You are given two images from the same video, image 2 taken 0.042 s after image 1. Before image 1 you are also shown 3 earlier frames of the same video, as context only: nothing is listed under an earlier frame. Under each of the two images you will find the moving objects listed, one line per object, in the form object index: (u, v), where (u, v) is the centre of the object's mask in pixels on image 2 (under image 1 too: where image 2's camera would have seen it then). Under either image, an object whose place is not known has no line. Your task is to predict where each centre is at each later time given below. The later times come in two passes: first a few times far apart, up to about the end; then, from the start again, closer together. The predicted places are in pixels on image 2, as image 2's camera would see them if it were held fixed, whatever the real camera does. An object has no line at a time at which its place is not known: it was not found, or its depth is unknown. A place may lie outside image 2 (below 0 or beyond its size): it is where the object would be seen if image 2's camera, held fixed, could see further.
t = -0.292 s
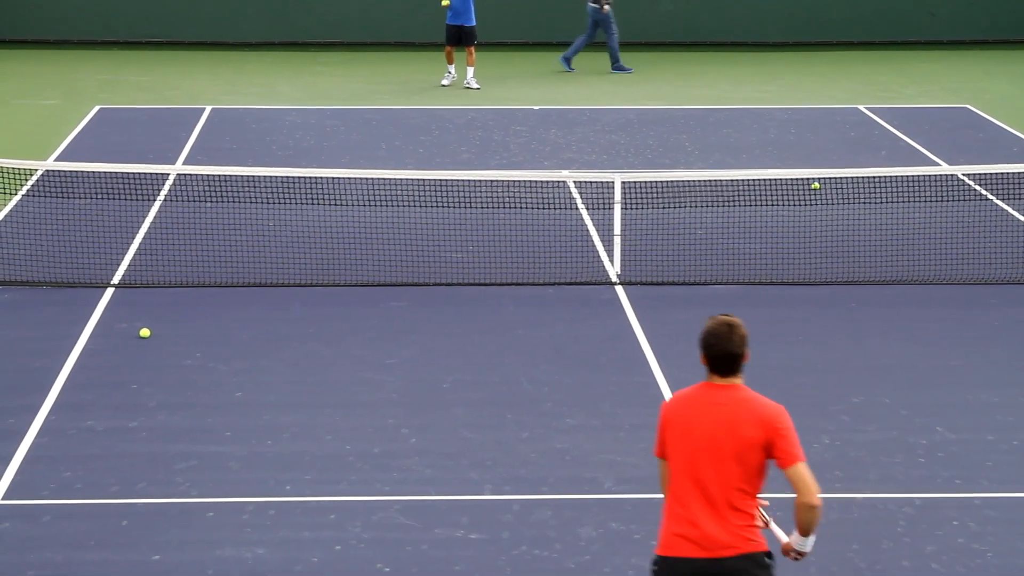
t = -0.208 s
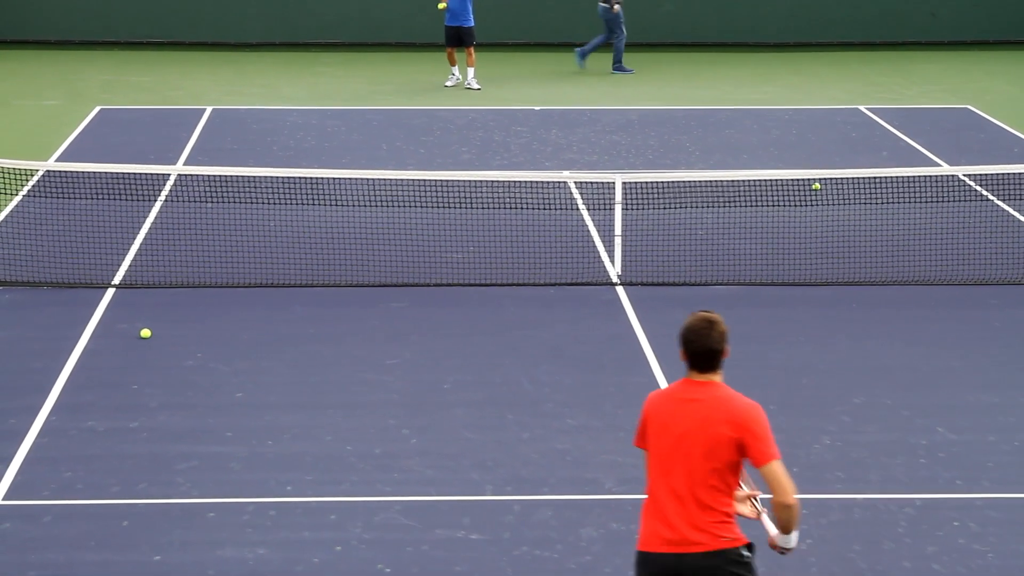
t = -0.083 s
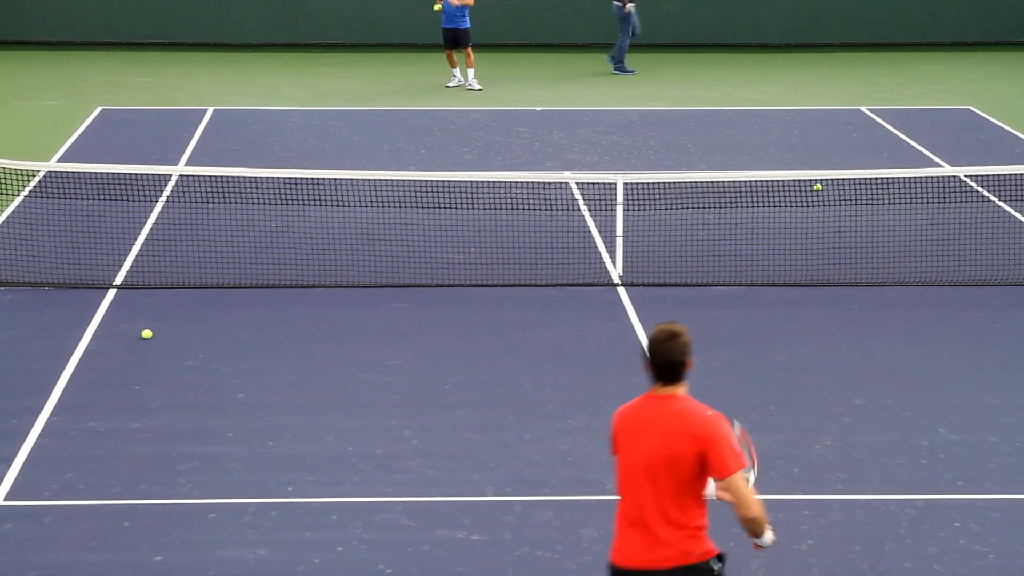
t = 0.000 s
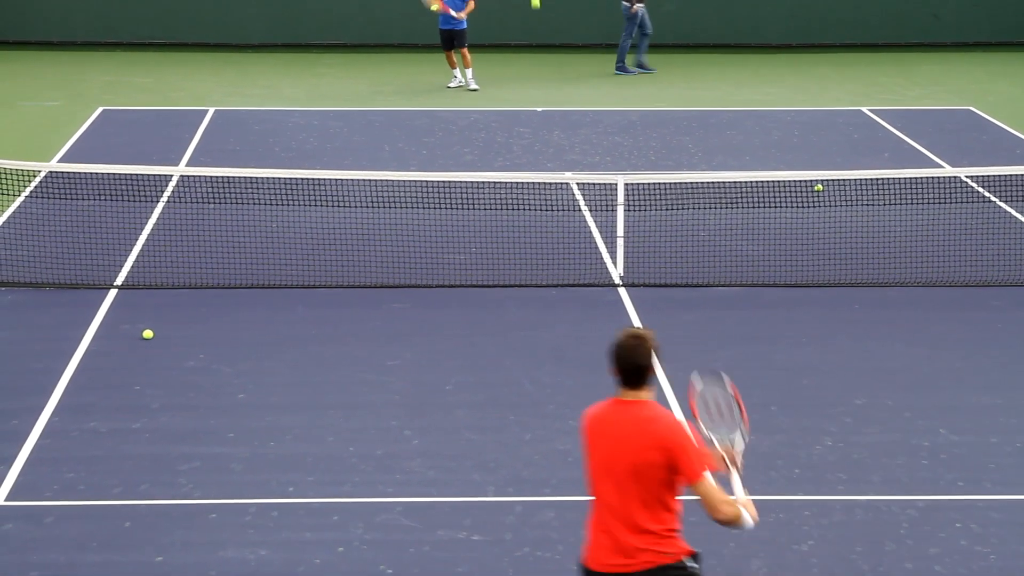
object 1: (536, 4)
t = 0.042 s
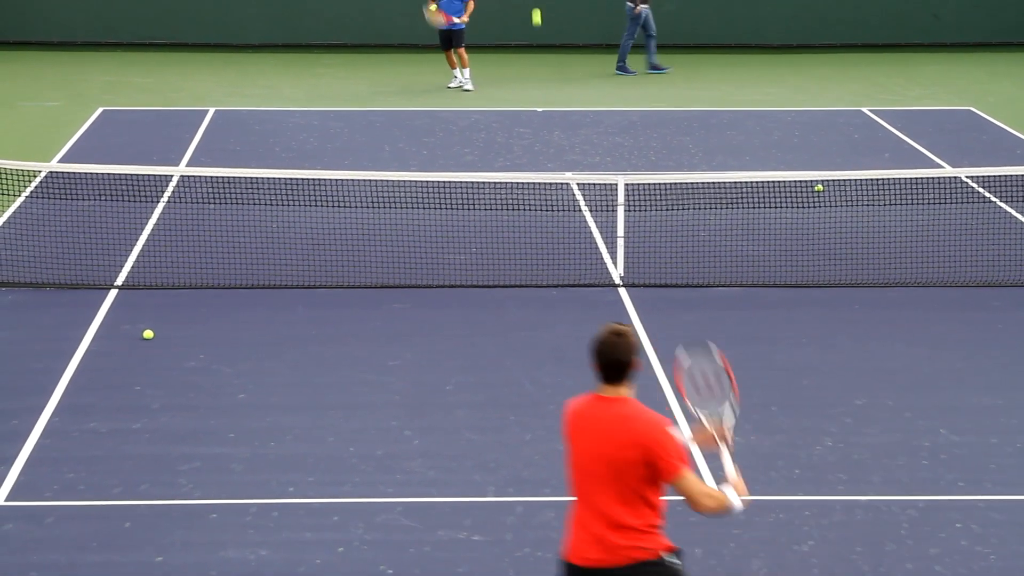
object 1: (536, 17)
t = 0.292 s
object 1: (542, 191)
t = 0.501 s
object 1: (541, 485)
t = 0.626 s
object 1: (536, 465)
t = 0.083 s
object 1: (537, 37)
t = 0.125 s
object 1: (538, 58)
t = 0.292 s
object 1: (542, 191)
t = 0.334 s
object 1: (542, 232)
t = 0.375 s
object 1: (542, 282)
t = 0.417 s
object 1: (542, 338)
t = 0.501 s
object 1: (541, 485)
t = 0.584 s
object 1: (537, 486)
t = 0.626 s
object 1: (536, 465)
